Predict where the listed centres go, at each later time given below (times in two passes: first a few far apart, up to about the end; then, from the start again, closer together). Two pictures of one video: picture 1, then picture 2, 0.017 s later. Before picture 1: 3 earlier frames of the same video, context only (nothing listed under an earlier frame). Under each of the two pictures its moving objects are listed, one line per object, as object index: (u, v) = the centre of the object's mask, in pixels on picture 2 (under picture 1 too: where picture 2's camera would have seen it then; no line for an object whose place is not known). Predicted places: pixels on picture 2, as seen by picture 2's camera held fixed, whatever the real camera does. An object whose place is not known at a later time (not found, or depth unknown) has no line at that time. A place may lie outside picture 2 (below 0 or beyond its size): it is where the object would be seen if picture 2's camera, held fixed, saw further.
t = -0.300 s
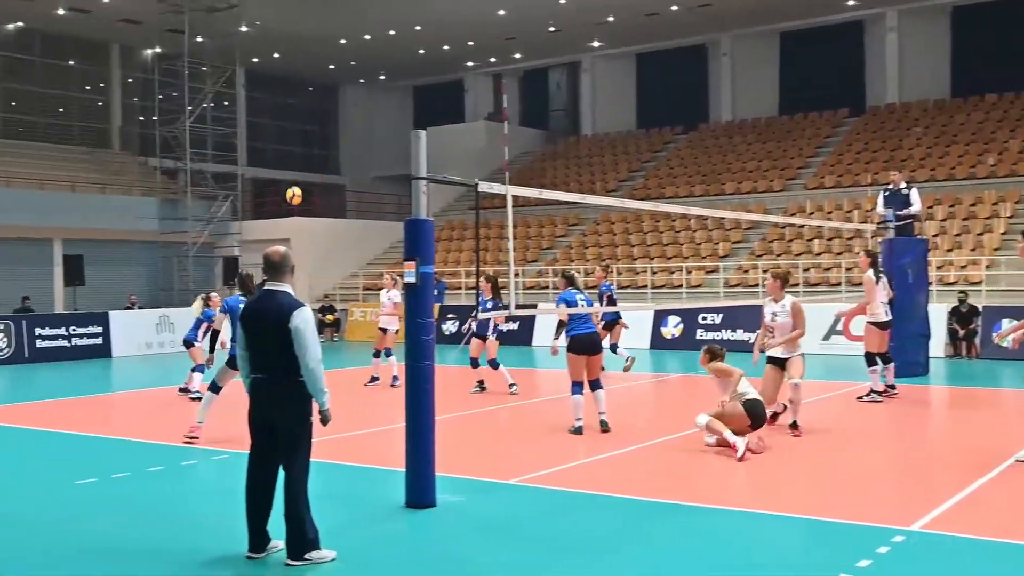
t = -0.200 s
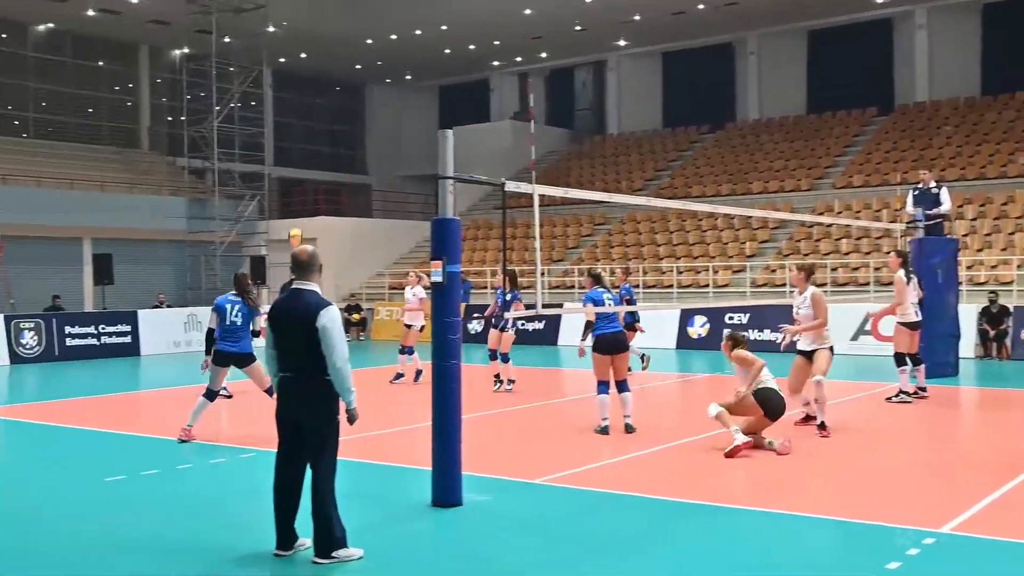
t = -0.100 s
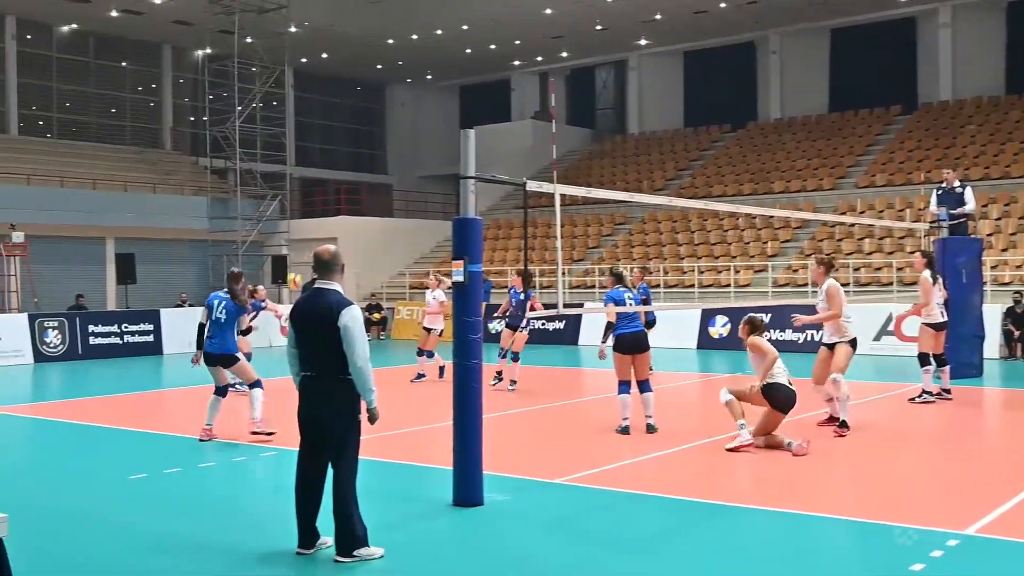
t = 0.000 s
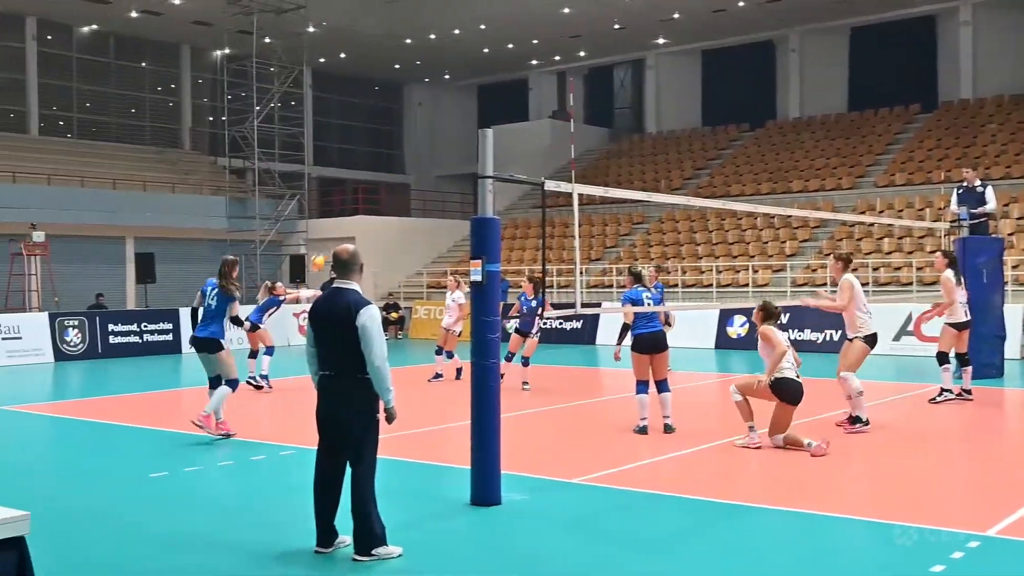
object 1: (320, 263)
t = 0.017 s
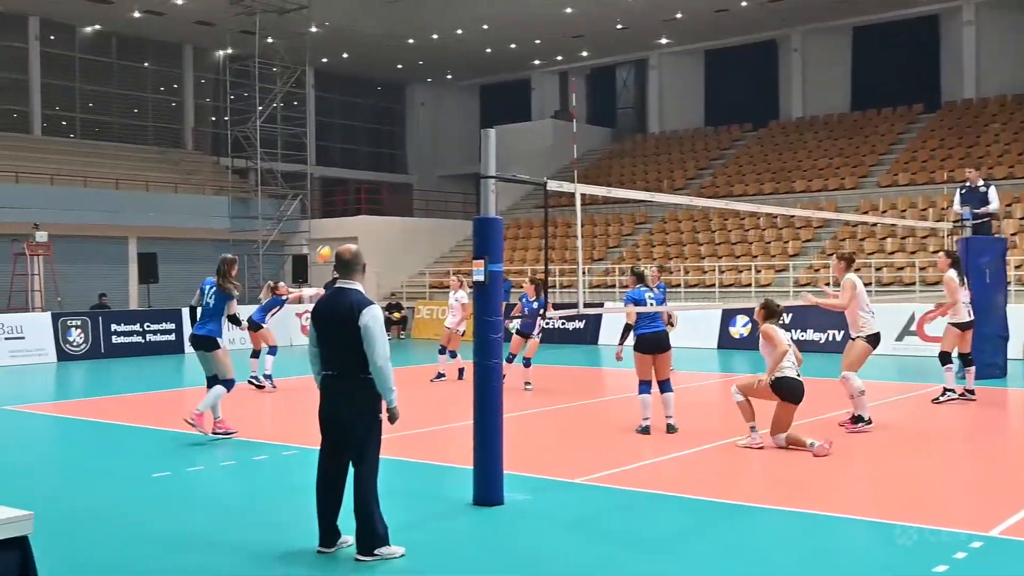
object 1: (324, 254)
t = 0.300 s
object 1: (386, 130)
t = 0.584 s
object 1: (447, 55)
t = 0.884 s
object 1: (515, 43)
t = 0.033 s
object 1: (327, 247)
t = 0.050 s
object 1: (330, 238)
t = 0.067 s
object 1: (335, 229)
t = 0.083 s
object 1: (339, 221)
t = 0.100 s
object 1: (341, 213)
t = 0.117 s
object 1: (345, 205)
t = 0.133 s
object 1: (348, 198)
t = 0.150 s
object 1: (352, 190)
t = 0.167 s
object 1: (355, 183)
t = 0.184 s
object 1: (359, 176)
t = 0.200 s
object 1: (363, 169)
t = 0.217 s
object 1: (368, 162)
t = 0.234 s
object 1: (371, 155)
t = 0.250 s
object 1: (374, 149)
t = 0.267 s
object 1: (377, 143)
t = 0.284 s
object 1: (382, 136)
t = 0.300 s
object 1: (386, 130)
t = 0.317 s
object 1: (388, 125)
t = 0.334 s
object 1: (391, 119)
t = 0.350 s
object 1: (396, 113)
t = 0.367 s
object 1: (398, 108)
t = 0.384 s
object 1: (402, 103)
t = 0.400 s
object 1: (405, 98)
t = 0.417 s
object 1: (409, 93)
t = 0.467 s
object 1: (420, 80)
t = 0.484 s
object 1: (425, 75)
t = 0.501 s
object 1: (429, 71)
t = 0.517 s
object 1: (432, 67)
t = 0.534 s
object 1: (436, 64)
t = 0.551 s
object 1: (440, 61)
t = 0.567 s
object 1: (443, 58)
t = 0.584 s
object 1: (447, 55)
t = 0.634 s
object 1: (458, 48)
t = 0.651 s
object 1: (460, 46)
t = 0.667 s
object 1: (463, 45)
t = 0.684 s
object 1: (466, 44)
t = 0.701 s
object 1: (469, 42)
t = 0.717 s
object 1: (473, 42)
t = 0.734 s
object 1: (477, 41)
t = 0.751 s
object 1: (481, 40)
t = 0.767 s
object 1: (486, 39)
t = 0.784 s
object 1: (490, 39)
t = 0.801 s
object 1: (494, 40)
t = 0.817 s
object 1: (498, 40)
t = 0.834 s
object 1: (503, 40)
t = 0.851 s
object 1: (507, 41)
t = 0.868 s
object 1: (510, 41)
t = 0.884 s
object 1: (515, 43)
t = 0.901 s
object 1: (519, 44)
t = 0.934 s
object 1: (526, 47)
